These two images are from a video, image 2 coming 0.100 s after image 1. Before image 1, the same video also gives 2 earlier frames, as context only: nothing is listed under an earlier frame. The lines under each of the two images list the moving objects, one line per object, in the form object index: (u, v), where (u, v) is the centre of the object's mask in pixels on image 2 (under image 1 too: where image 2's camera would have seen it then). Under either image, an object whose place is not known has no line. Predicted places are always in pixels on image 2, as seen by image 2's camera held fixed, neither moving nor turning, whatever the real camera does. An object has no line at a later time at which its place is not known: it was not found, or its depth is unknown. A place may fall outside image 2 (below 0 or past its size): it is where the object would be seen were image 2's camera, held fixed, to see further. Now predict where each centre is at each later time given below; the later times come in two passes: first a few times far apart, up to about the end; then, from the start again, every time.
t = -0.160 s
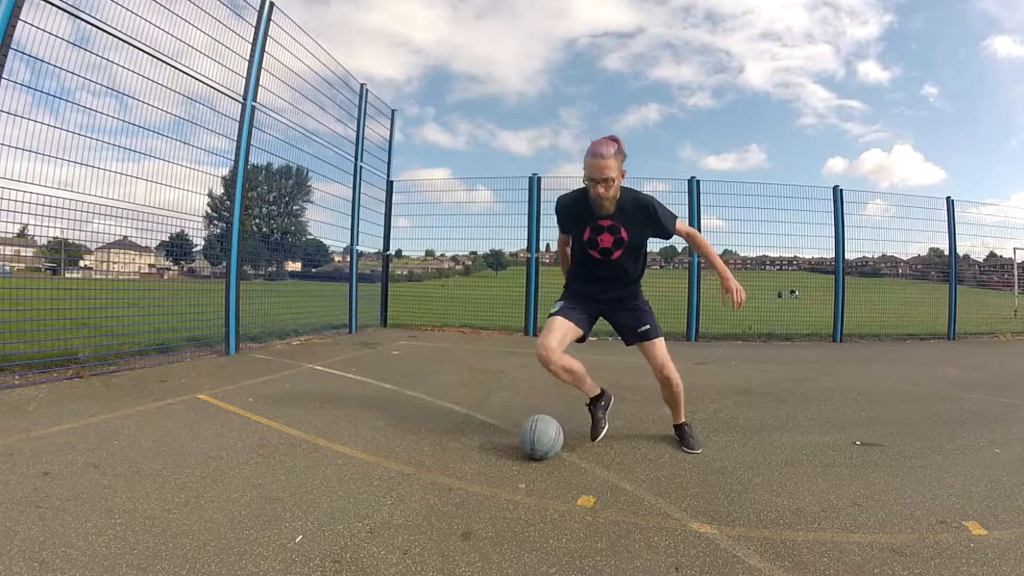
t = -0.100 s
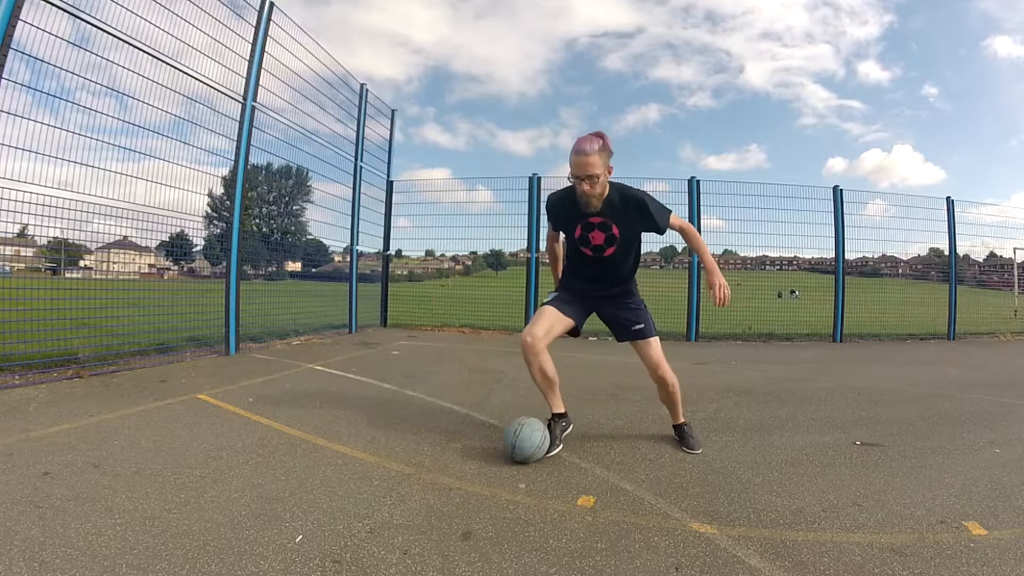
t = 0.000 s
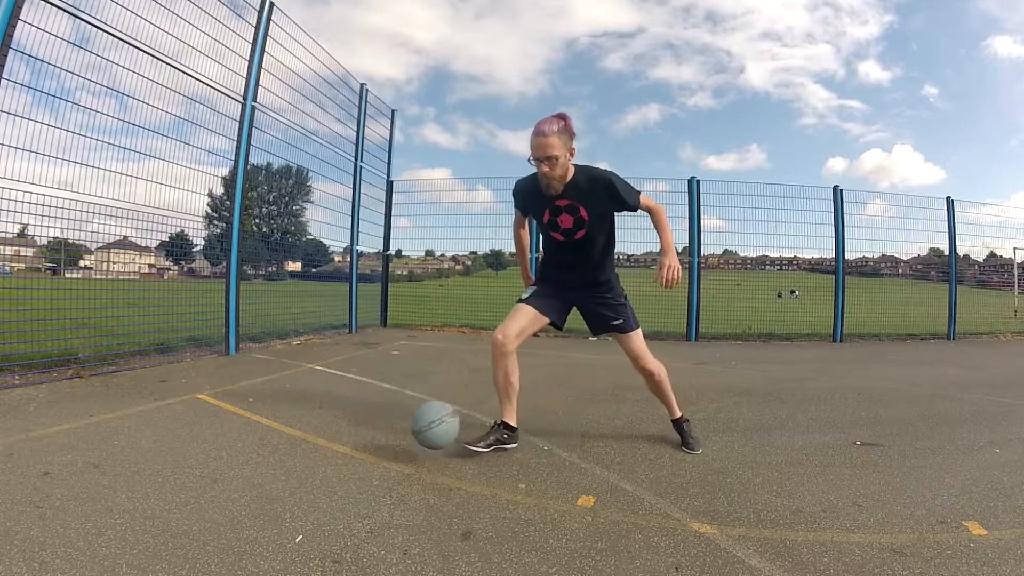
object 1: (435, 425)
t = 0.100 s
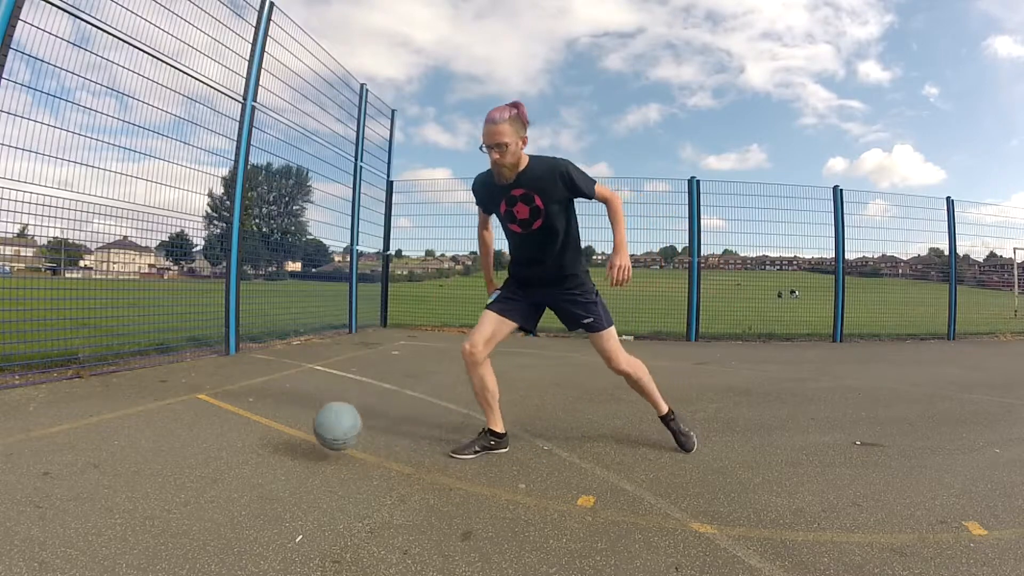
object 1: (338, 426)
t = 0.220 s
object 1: (241, 434)
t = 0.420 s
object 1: (141, 430)
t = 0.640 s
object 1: (45, 423)
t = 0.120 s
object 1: (318, 428)
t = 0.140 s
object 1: (299, 430)
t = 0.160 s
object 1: (281, 436)
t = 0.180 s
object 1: (264, 440)
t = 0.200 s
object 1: (252, 436)
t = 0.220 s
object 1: (241, 434)
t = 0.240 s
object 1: (229, 431)
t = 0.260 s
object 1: (219, 429)
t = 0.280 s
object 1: (209, 428)
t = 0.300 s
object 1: (199, 428)
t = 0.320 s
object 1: (189, 430)
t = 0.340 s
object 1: (179, 432)
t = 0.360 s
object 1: (169, 435)
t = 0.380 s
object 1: (160, 434)
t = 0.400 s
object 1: (151, 431)
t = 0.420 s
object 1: (141, 430)
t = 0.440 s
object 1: (132, 428)
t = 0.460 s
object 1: (122, 428)
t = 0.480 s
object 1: (113, 429)
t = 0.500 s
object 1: (104, 430)
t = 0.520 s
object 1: (95, 427)
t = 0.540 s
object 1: (87, 426)
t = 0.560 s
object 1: (78, 424)
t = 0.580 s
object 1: (70, 424)
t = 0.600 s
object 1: (61, 424)
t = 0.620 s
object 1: (54, 424)
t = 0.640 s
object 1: (45, 423)
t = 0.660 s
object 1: (38, 421)
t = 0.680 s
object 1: (30, 421)
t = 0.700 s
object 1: (23, 421)
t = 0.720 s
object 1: (18, 420)
